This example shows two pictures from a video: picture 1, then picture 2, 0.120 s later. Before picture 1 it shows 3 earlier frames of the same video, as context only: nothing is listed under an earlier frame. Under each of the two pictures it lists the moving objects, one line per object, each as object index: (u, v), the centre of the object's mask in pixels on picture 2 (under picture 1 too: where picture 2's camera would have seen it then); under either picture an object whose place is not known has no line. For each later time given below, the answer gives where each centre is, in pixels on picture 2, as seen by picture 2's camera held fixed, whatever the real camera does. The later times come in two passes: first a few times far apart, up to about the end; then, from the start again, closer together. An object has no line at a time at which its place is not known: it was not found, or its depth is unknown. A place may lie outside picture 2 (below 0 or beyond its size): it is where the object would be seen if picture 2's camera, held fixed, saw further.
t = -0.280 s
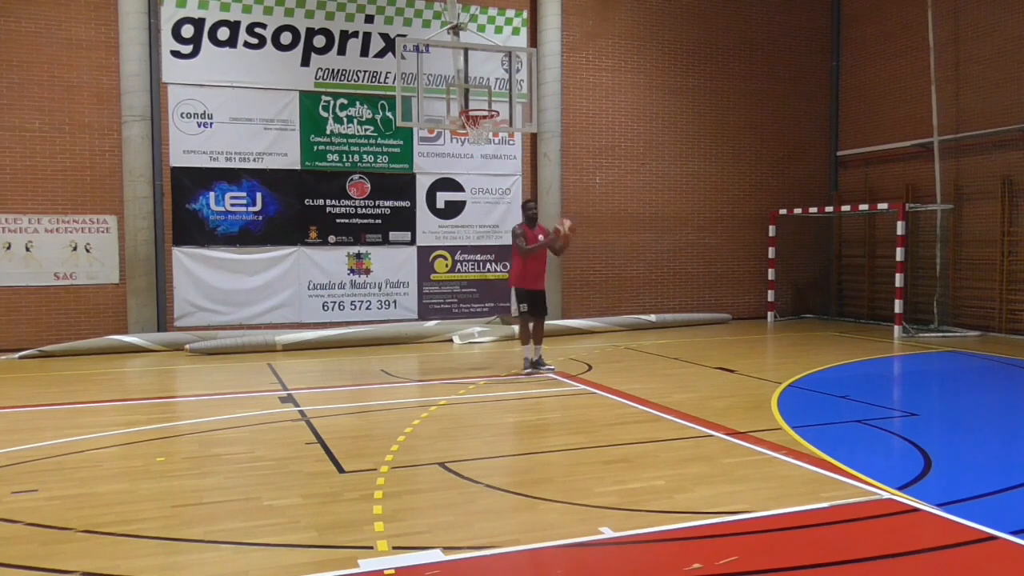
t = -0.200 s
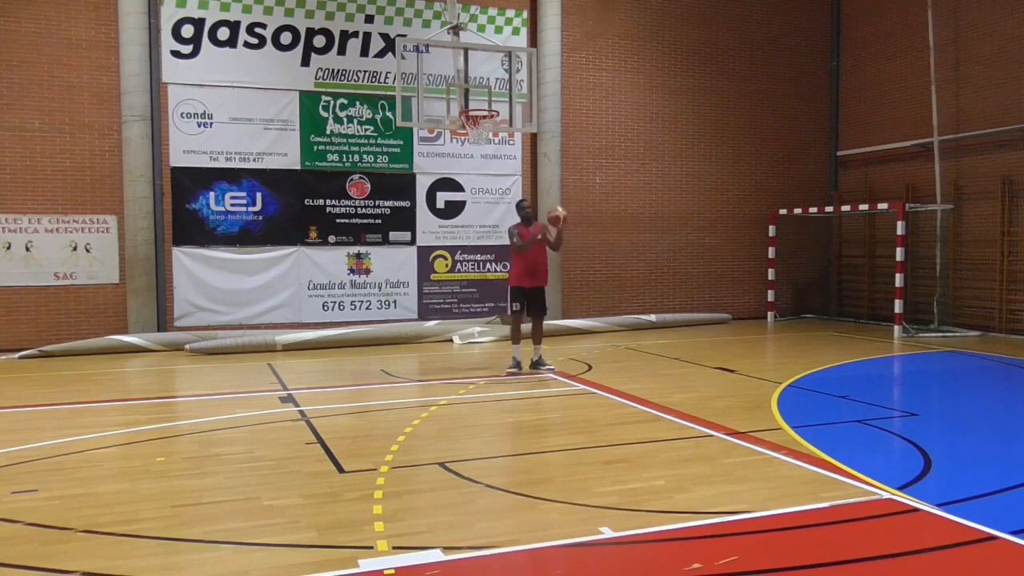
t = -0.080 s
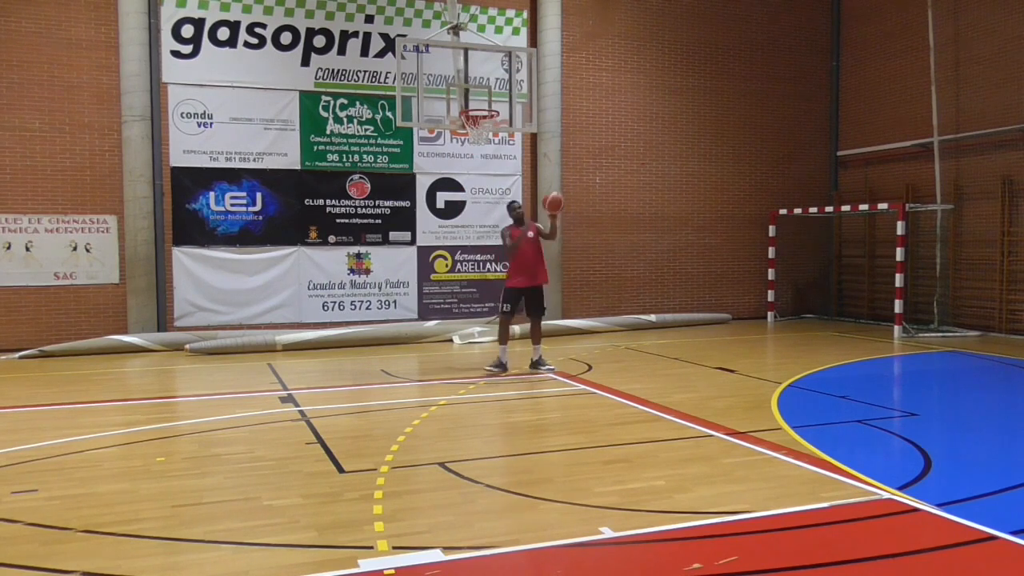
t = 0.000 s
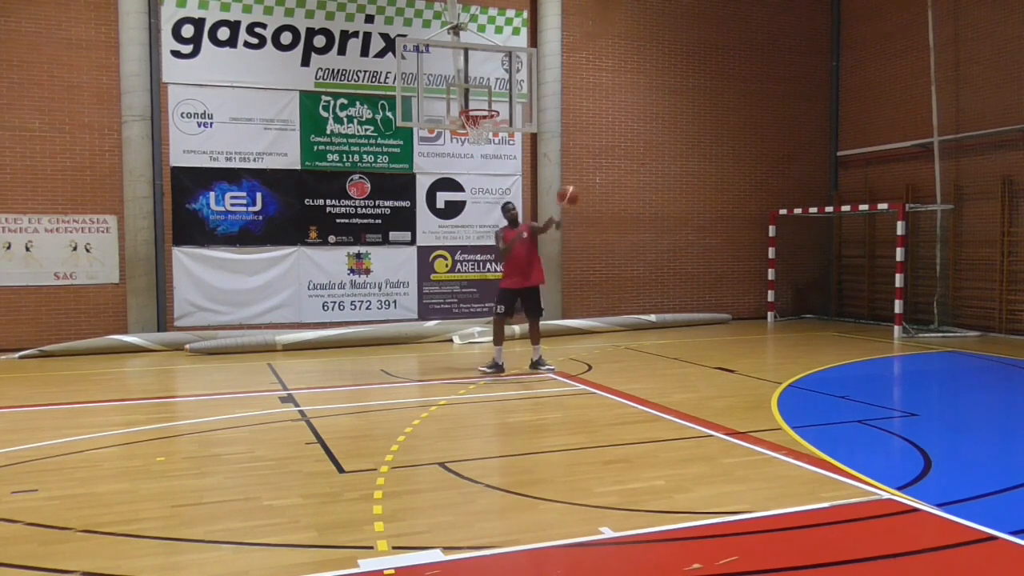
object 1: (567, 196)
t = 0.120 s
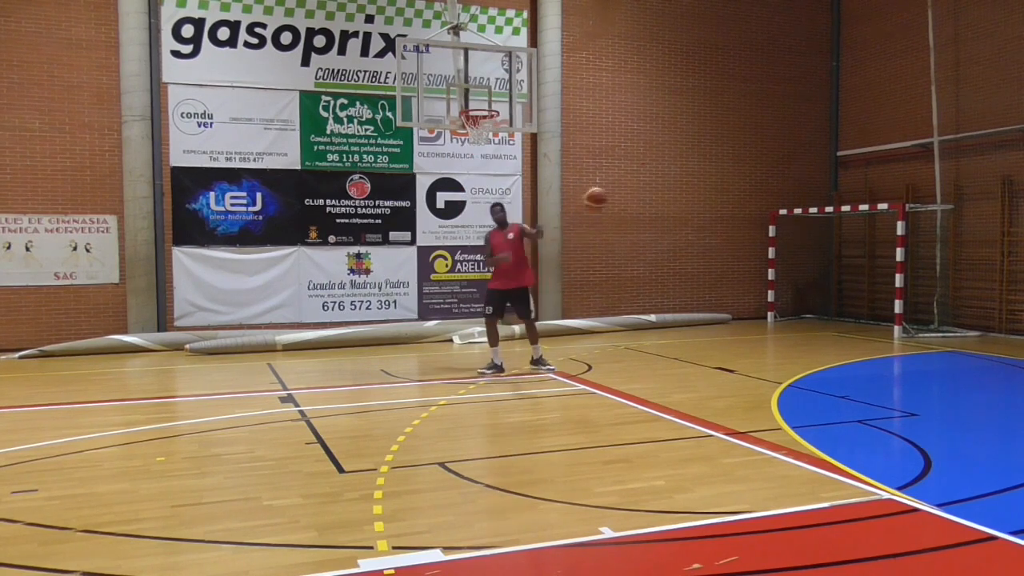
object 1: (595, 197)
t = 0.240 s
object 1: (626, 217)
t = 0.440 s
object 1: (693, 297)
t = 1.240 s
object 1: (1009, 335)
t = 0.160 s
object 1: (603, 203)
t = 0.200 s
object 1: (615, 209)
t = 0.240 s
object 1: (626, 217)
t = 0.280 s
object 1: (639, 227)
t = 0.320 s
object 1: (652, 240)
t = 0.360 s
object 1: (664, 257)
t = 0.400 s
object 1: (678, 276)
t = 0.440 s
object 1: (693, 297)
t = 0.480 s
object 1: (712, 325)
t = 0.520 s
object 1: (730, 357)
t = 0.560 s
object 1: (748, 395)
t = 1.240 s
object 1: (1009, 335)
